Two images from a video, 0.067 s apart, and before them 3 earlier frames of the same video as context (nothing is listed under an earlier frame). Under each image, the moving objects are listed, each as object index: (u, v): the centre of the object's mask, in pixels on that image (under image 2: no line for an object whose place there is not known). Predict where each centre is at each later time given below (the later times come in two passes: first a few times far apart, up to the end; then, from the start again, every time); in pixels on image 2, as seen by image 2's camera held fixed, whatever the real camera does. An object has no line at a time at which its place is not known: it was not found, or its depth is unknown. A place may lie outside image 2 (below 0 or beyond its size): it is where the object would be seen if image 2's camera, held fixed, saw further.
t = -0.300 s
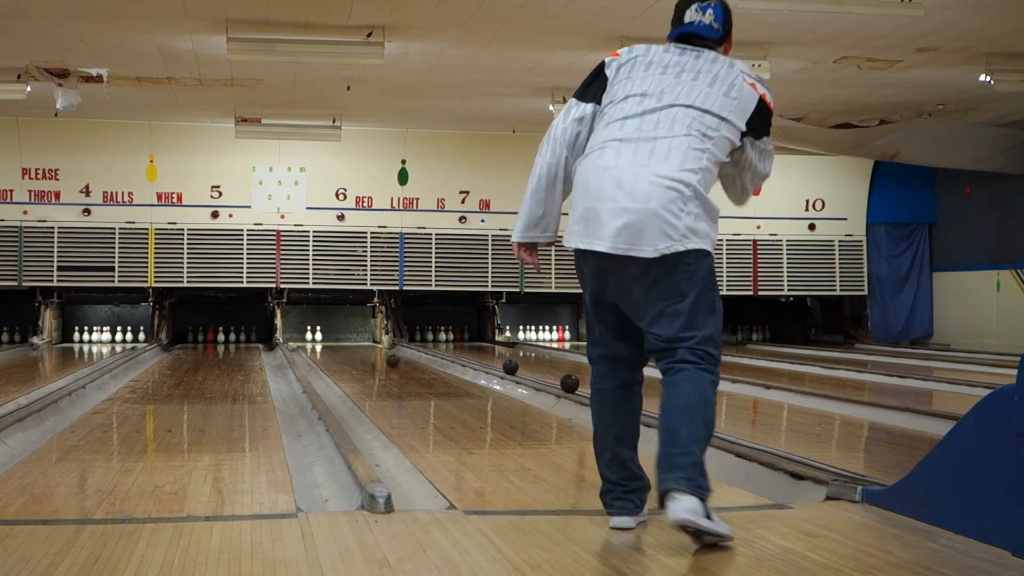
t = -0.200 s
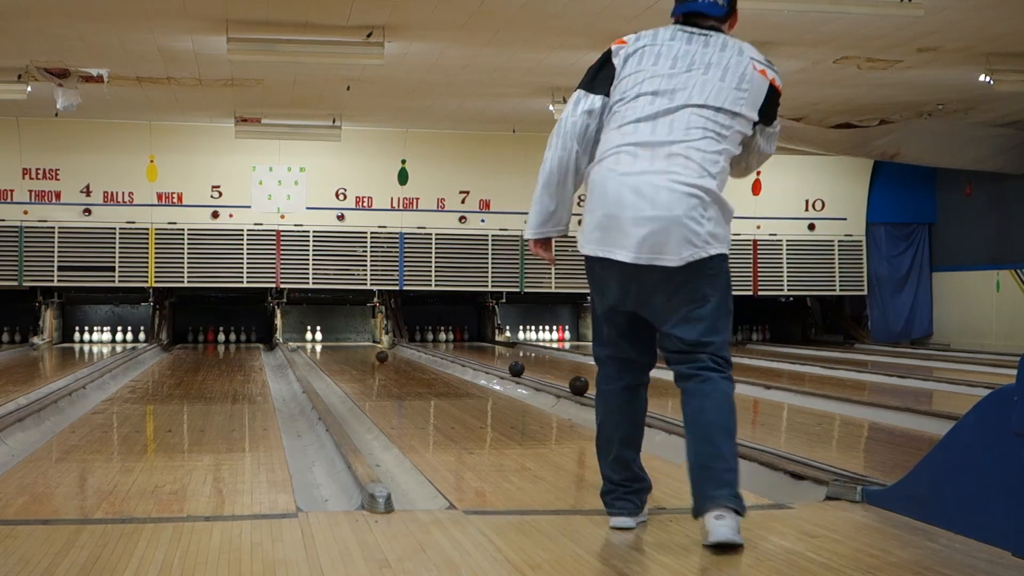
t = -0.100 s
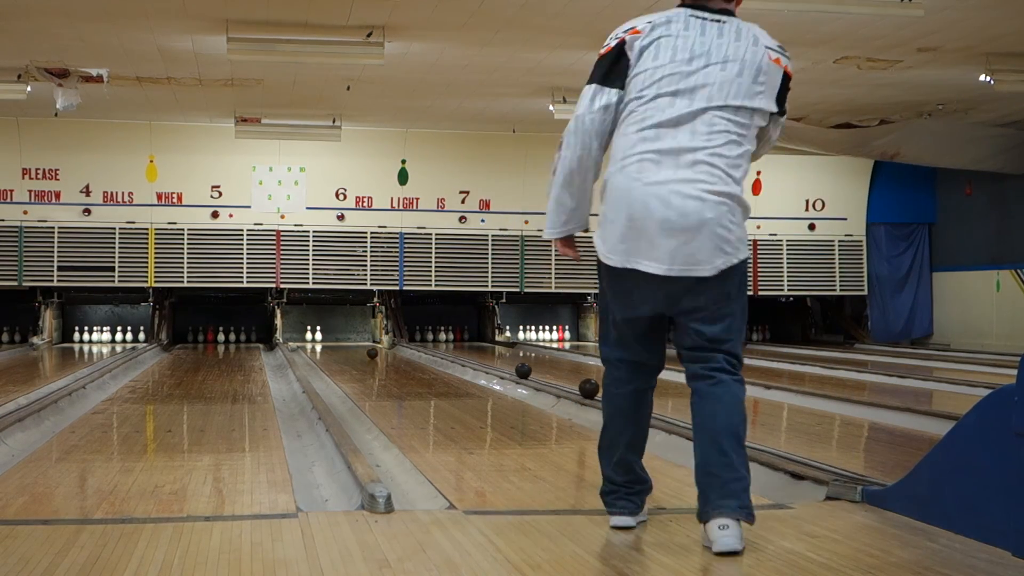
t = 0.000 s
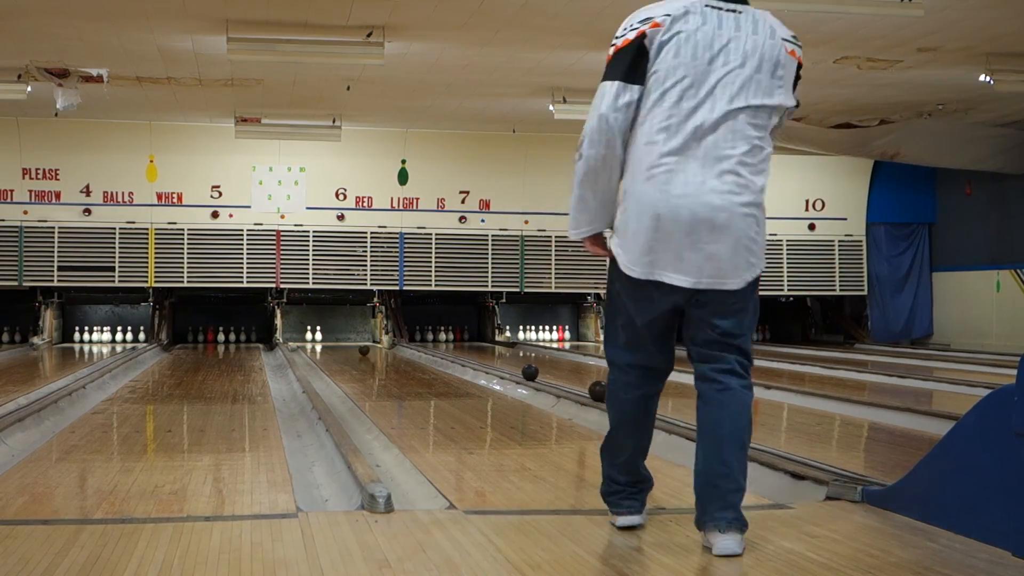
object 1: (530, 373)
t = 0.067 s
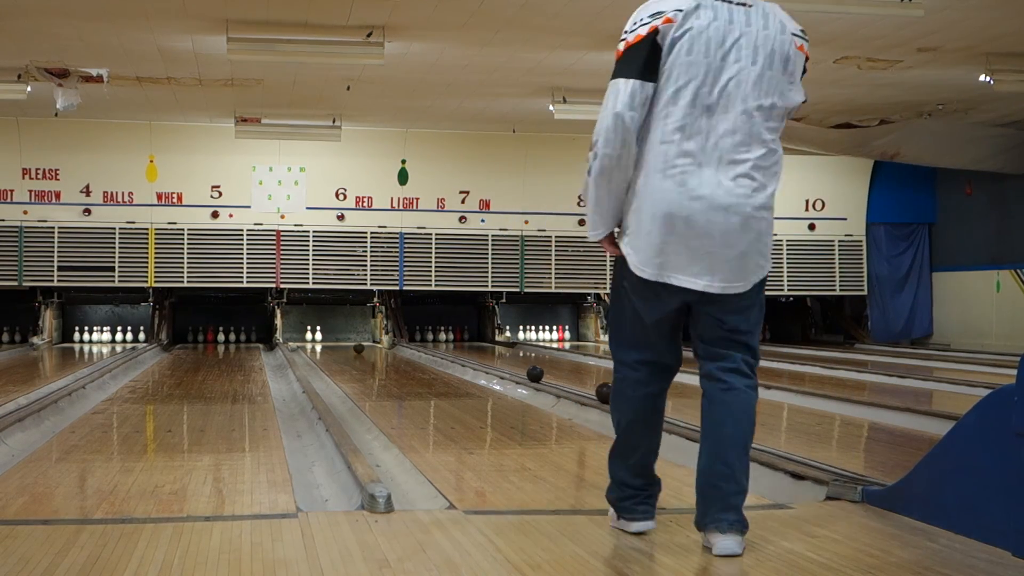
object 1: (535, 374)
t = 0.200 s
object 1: (545, 376)
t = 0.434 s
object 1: (564, 382)
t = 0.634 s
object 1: (582, 387)
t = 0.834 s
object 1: (603, 392)
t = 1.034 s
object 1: (627, 399)
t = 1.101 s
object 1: (635, 402)
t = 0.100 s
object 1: (537, 375)
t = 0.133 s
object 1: (540, 375)
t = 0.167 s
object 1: (542, 376)
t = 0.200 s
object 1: (545, 376)
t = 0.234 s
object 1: (548, 377)
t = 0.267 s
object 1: (550, 378)
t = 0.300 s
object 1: (553, 379)
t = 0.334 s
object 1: (555, 379)
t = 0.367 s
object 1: (558, 380)
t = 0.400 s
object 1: (561, 381)
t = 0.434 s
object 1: (564, 382)
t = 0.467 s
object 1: (567, 383)
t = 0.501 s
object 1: (570, 383)
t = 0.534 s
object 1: (573, 384)
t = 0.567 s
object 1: (576, 385)
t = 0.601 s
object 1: (579, 386)
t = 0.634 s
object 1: (582, 387)
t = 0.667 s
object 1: (586, 388)
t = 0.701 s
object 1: (589, 389)
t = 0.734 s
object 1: (592, 390)
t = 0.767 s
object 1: (596, 391)
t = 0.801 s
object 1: (599, 391)
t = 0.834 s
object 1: (603, 392)
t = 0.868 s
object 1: (607, 393)
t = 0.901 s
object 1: (611, 394)
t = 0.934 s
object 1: (614, 396)
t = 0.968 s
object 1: (618, 397)
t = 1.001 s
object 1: (622, 398)
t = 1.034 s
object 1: (627, 399)
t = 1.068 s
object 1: (630, 400)
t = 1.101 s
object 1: (635, 402)
